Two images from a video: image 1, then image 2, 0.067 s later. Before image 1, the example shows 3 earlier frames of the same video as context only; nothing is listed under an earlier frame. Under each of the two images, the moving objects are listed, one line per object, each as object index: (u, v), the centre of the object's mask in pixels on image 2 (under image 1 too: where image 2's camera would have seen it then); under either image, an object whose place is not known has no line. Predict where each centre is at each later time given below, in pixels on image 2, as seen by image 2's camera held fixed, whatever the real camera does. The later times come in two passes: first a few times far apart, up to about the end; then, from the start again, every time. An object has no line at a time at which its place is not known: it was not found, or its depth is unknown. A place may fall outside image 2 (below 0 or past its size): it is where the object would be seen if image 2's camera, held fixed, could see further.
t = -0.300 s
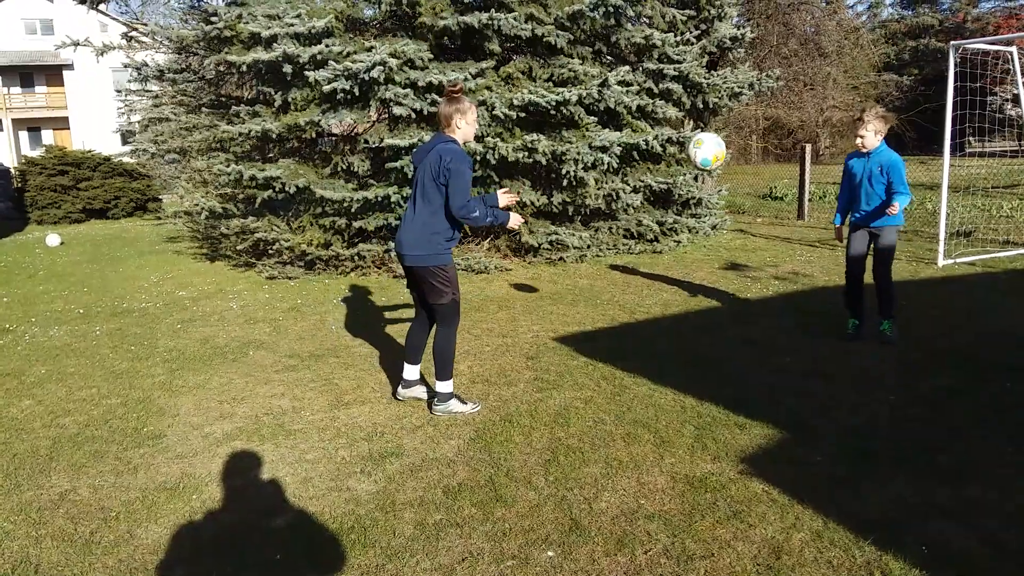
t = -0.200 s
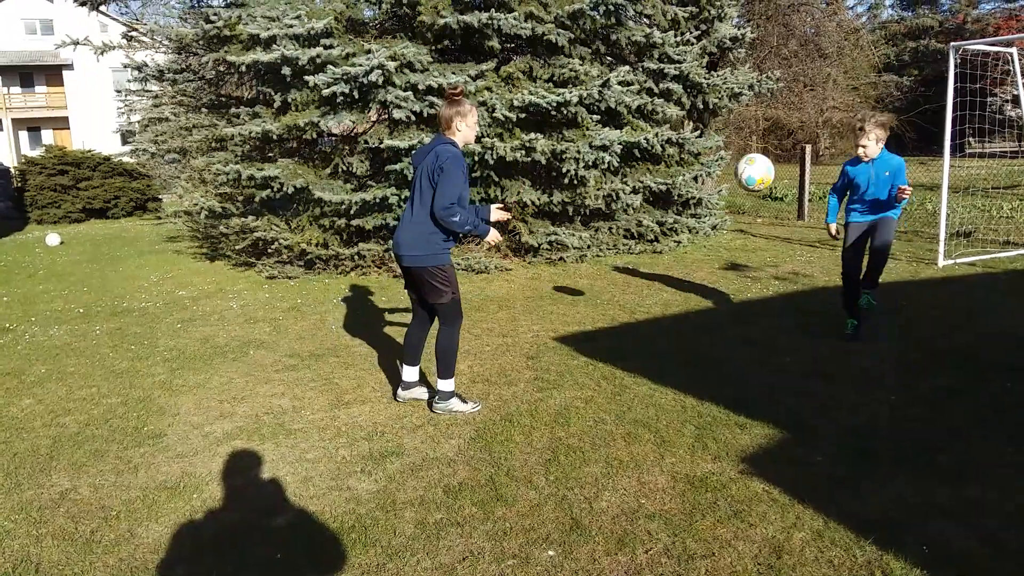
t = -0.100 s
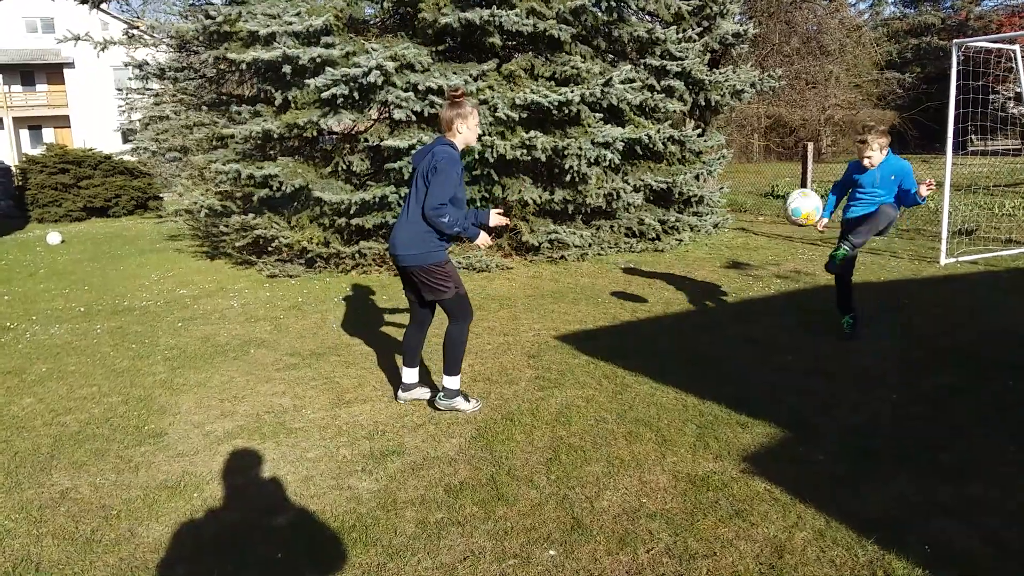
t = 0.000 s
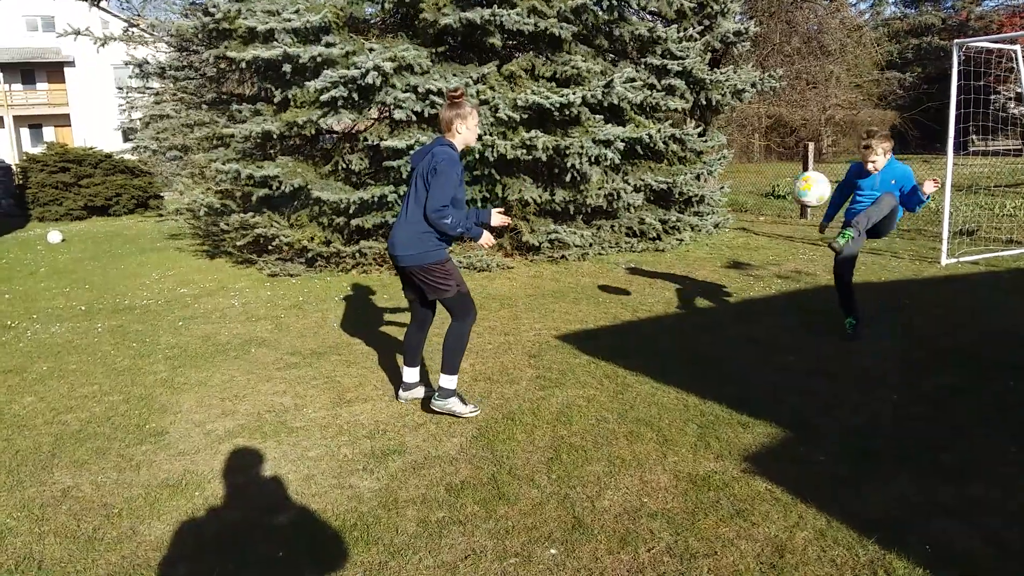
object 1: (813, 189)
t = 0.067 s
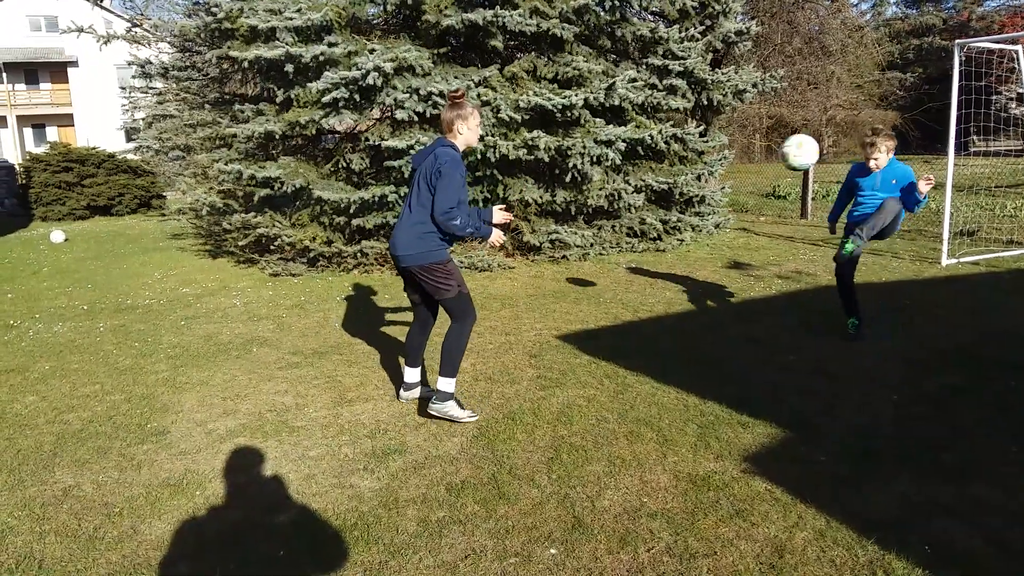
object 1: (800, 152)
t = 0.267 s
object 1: (759, 78)
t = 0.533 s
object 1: (702, 82)
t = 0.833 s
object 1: (638, 248)
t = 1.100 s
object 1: (595, 298)
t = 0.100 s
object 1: (792, 136)
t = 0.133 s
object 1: (786, 121)
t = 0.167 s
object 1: (779, 107)
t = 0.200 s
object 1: (773, 96)
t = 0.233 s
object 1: (766, 86)
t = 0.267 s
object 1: (759, 78)
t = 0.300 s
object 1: (752, 72)
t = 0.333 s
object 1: (745, 67)
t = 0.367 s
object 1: (738, 65)
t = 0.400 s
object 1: (731, 64)
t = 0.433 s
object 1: (725, 65)
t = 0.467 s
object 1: (717, 69)
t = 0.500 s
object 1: (709, 75)
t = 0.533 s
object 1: (702, 82)
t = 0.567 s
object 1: (695, 93)
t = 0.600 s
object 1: (688, 105)
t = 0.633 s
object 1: (681, 119)
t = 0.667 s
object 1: (674, 136)
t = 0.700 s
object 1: (667, 153)
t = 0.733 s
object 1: (661, 174)
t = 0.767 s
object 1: (653, 197)
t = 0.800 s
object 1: (645, 221)
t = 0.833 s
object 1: (638, 248)
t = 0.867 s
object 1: (631, 276)
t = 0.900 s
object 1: (625, 305)
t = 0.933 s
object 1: (618, 338)
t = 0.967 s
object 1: (611, 371)
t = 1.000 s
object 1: (607, 356)
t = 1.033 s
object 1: (603, 336)
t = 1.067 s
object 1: (599, 316)
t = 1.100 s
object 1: (595, 298)
